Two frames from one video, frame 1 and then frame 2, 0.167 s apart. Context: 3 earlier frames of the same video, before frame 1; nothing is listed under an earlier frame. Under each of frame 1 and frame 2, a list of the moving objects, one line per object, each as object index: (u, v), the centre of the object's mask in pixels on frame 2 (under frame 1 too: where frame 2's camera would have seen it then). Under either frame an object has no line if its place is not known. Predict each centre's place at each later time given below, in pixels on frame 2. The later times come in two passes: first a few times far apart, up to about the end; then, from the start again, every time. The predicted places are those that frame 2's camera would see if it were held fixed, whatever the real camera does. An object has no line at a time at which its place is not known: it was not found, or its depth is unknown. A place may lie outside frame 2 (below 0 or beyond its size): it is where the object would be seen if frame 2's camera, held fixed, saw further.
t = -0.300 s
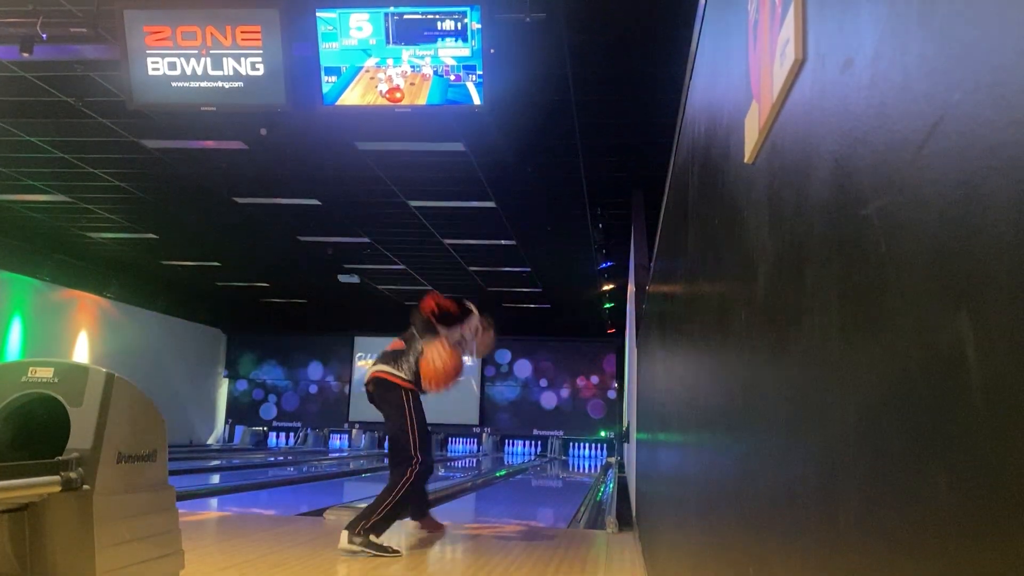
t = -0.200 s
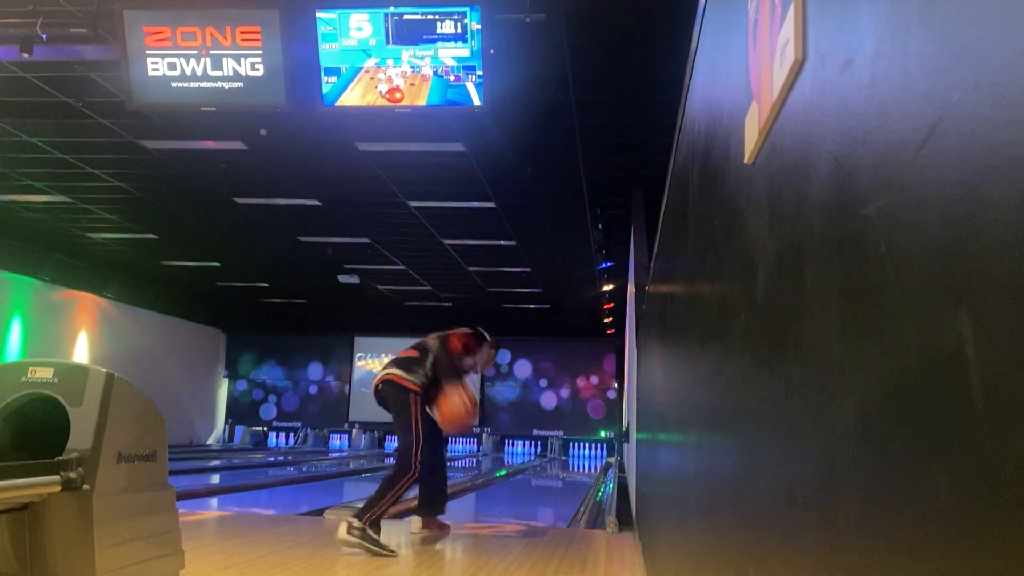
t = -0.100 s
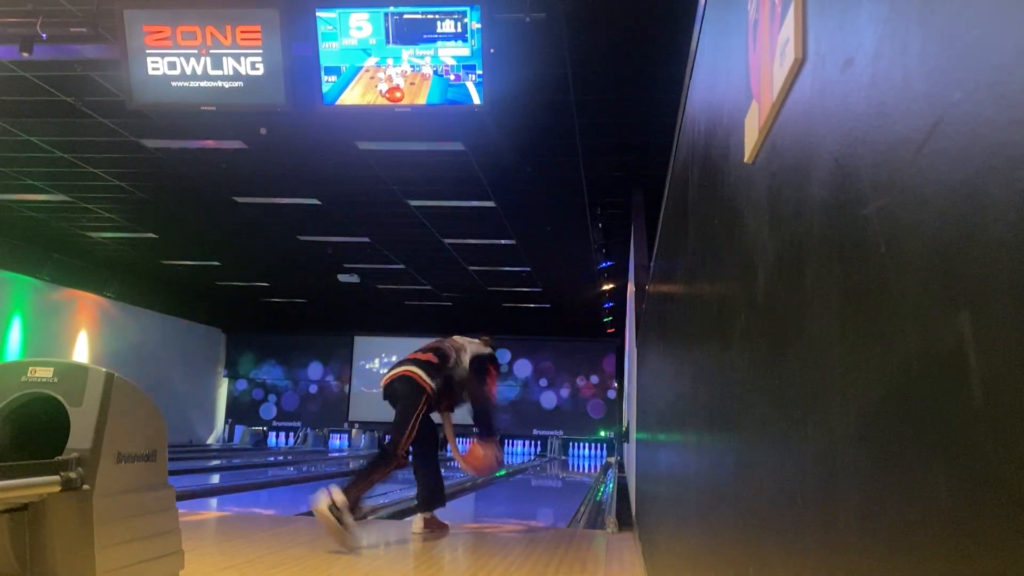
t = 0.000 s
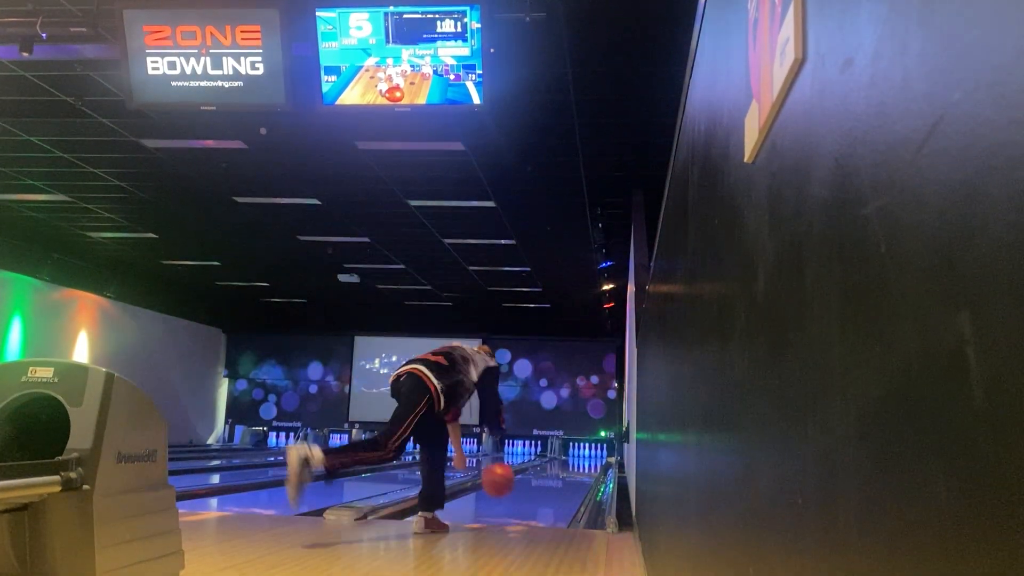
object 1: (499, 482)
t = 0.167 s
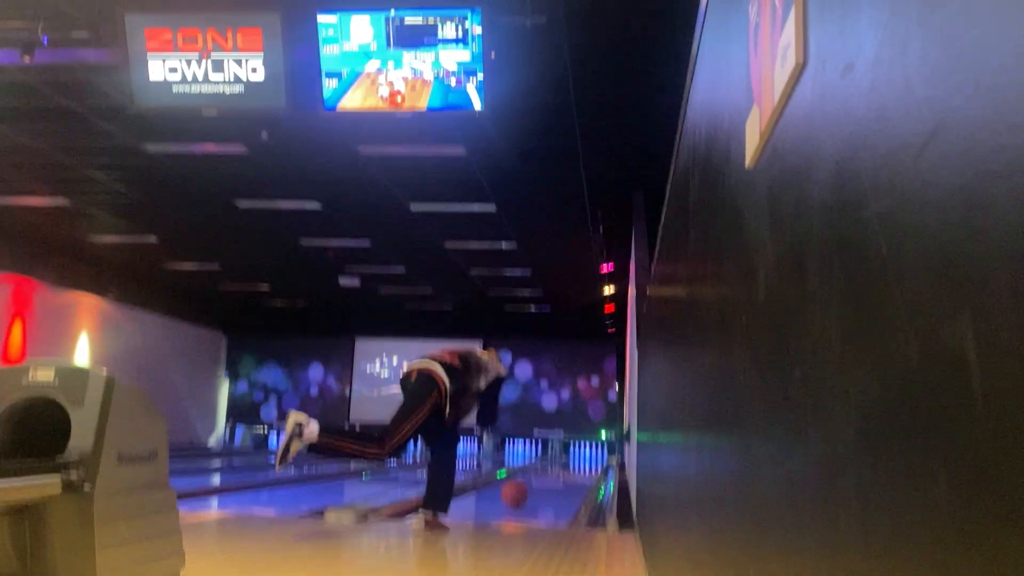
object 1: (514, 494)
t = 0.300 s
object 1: (524, 490)
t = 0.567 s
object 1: (538, 479)
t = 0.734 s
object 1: (543, 477)
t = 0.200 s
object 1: (517, 495)
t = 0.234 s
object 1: (520, 493)
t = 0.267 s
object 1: (522, 491)
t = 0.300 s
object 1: (524, 490)
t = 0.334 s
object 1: (526, 488)
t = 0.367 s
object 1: (528, 488)
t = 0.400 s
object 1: (530, 485)
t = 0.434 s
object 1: (532, 483)
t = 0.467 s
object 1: (534, 482)
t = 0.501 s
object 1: (535, 481)
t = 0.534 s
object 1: (536, 480)
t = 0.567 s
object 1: (538, 479)
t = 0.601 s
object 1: (539, 478)
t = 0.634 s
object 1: (540, 478)
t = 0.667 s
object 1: (542, 476)
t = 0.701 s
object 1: (543, 476)
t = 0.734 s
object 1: (543, 477)
